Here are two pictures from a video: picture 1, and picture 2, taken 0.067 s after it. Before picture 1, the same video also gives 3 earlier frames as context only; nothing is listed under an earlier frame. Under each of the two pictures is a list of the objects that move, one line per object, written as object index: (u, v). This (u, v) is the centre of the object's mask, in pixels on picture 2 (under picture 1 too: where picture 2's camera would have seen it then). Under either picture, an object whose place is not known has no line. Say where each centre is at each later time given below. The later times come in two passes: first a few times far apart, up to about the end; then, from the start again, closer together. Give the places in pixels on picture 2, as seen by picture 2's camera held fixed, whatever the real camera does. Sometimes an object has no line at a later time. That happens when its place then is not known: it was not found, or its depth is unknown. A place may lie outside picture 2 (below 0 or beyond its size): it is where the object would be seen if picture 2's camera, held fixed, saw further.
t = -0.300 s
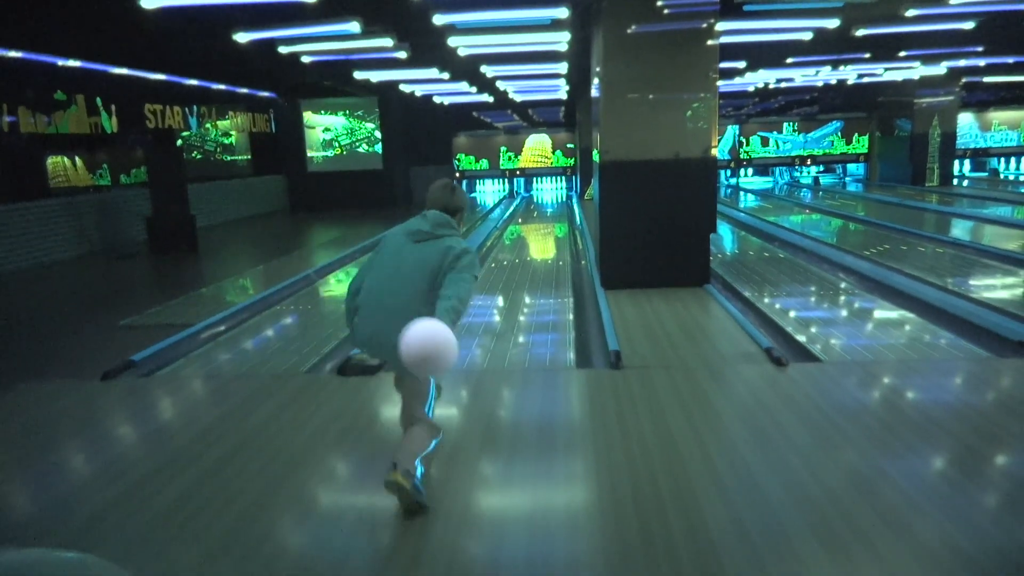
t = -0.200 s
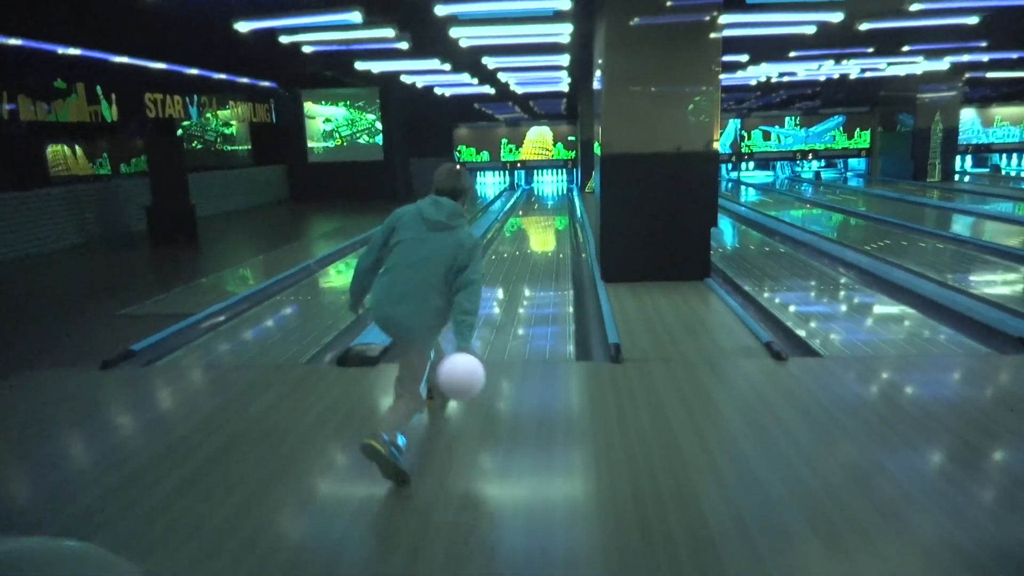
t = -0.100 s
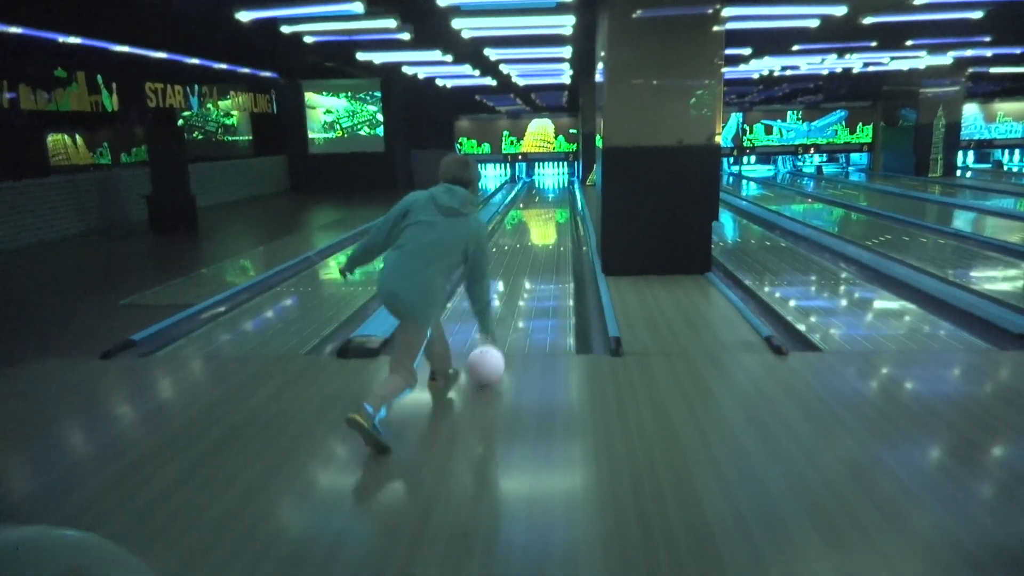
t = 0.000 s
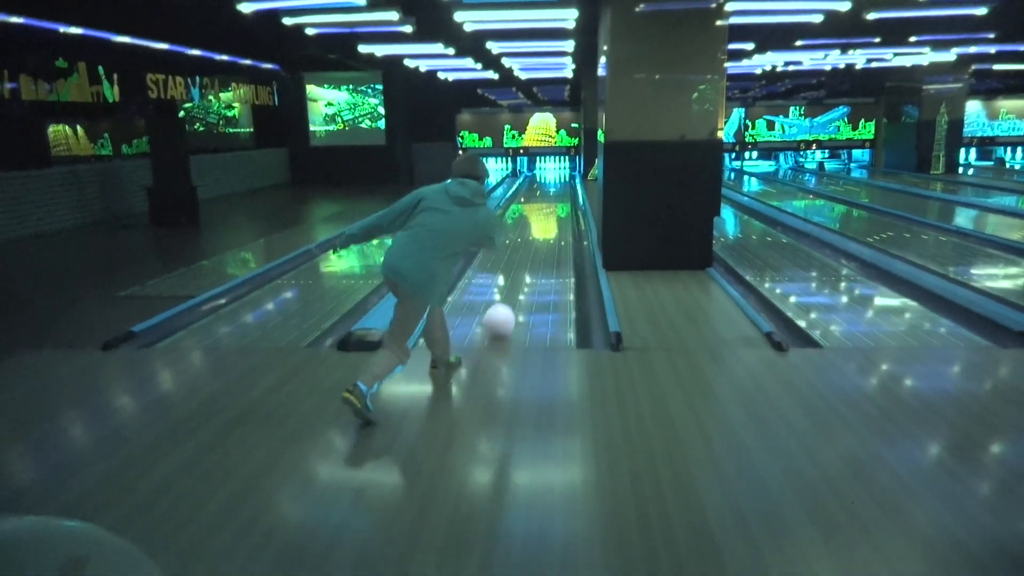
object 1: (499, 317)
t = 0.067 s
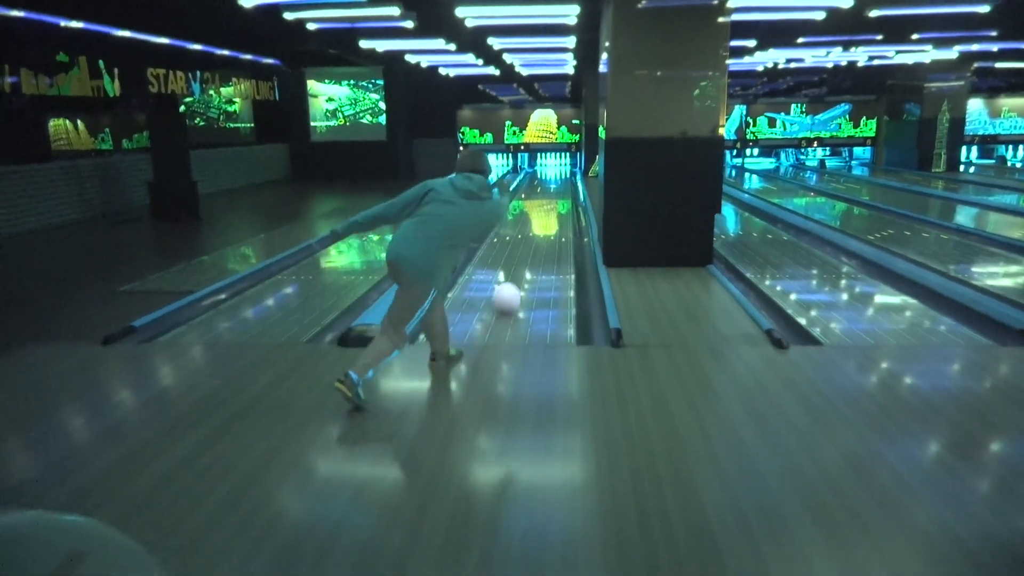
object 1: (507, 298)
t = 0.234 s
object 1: (518, 263)
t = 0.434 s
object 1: (527, 235)
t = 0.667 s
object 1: (534, 215)
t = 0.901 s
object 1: (539, 200)
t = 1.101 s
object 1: (542, 191)
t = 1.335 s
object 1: (544, 183)
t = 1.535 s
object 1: (546, 178)
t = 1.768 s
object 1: (546, 173)
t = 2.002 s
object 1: (547, 169)
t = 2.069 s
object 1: (547, 167)
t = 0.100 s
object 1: (509, 290)
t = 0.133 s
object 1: (512, 282)
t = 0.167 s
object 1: (514, 275)
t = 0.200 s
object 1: (516, 269)
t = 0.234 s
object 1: (518, 263)
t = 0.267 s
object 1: (520, 257)
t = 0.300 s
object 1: (522, 252)
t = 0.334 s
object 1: (523, 247)
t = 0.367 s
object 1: (525, 243)
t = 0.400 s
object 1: (526, 239)
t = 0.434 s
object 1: (527, 235)
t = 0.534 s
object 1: (530, 225)
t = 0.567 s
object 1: (531, 223)
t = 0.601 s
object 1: (532, 220)
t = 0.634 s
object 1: (533, 217)
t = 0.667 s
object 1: (534, 215)
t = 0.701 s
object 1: (535, 212)
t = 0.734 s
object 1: (536, 210)
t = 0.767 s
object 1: (537, 208)
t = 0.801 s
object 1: (537, 206)
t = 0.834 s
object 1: (538, 204)
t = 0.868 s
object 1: (538, 202)
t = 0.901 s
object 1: (539, 200)
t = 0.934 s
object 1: (540, 199)
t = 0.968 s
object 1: (540, 197)
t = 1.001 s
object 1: (541, 195)
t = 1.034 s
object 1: (541, 194)
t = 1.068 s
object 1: (542, 192)
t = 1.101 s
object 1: (542, 191)
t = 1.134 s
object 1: (542, 190)
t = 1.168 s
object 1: (543, 188)
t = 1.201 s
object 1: (543, 187)
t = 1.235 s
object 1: (543, 186)
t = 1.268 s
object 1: (544, 185)
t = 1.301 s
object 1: (544, 184)
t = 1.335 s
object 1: (544, 183)
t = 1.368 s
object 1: (544, 182)
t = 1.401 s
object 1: (544, 181)
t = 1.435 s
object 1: (545, 181)
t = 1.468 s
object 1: (545, 180)
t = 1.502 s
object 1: (545, 178)
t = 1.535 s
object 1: (546, 178)
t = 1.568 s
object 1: (546, 177)
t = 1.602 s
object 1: (546, 177)
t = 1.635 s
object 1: (546, 176)
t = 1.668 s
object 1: (546, 175)
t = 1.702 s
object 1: (546, 174)
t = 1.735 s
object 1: (546, 173)
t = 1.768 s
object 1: (546, 173)
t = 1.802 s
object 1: (546, 173)
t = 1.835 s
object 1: (547, 173)
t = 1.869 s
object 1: (546, 172)
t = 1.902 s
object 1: (546, 172)
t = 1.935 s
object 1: (547, 170)
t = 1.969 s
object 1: (547, 170)
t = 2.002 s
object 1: (547, 169)
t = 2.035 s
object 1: (548, 167)
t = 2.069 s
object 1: (547, 167)
